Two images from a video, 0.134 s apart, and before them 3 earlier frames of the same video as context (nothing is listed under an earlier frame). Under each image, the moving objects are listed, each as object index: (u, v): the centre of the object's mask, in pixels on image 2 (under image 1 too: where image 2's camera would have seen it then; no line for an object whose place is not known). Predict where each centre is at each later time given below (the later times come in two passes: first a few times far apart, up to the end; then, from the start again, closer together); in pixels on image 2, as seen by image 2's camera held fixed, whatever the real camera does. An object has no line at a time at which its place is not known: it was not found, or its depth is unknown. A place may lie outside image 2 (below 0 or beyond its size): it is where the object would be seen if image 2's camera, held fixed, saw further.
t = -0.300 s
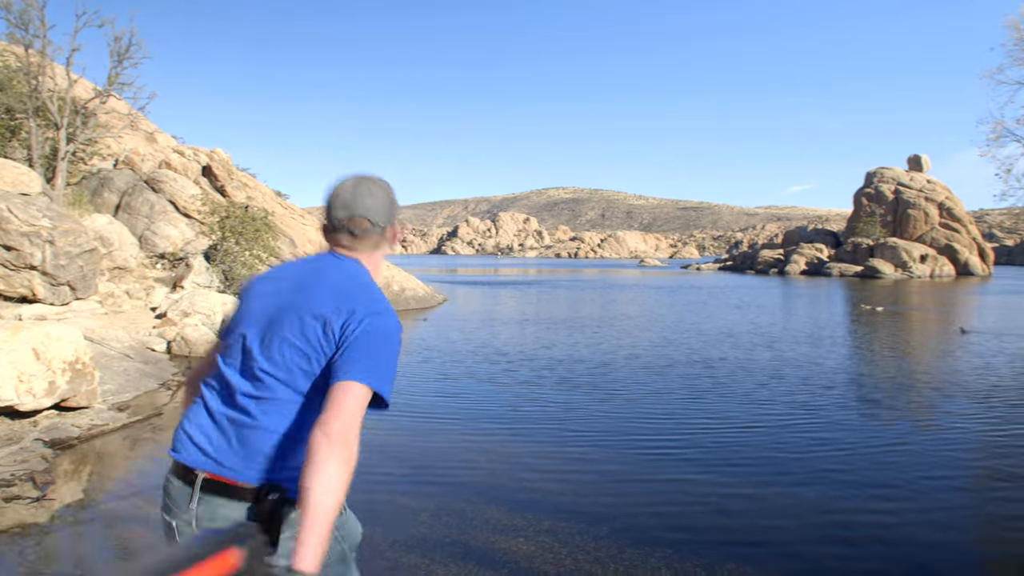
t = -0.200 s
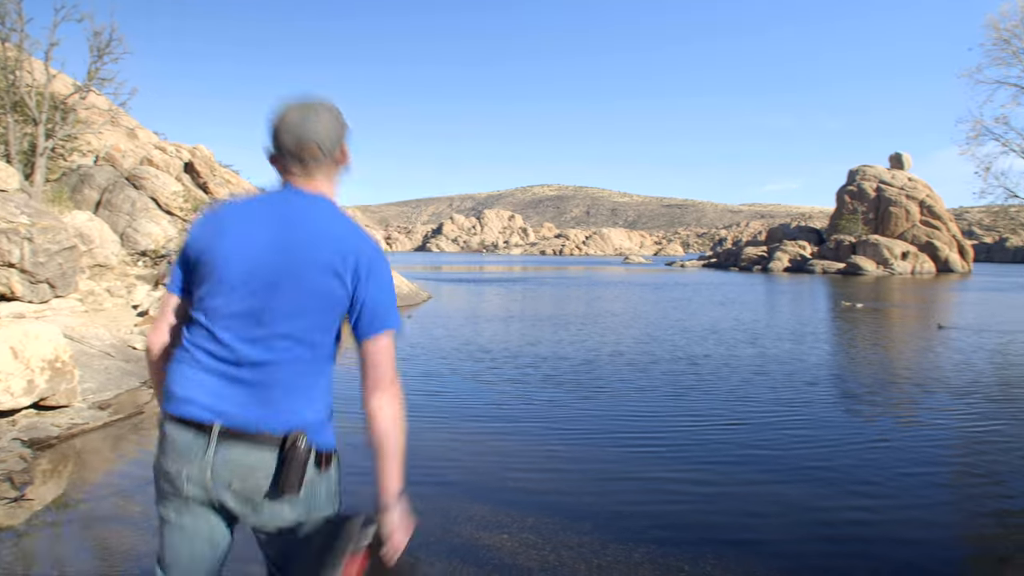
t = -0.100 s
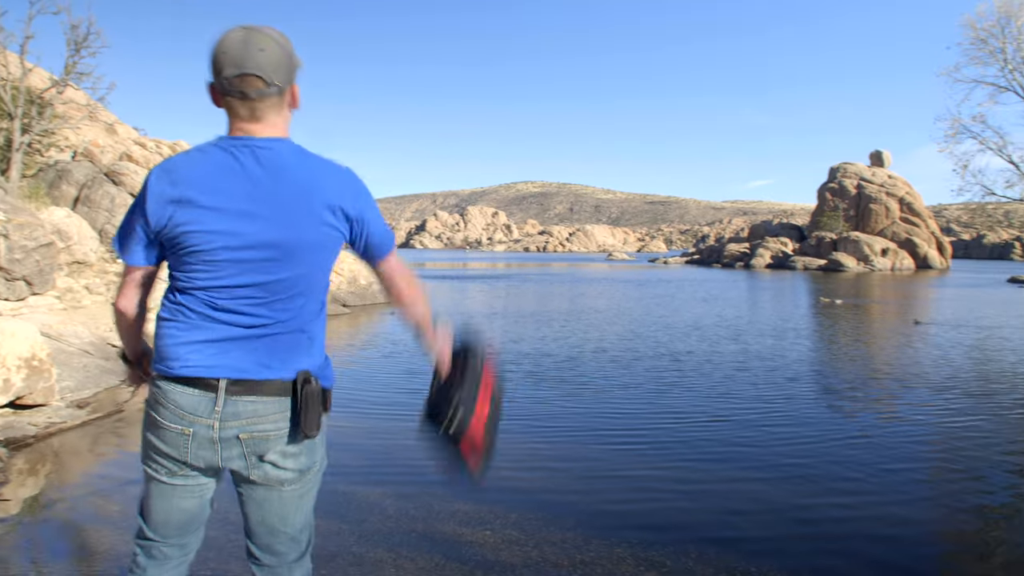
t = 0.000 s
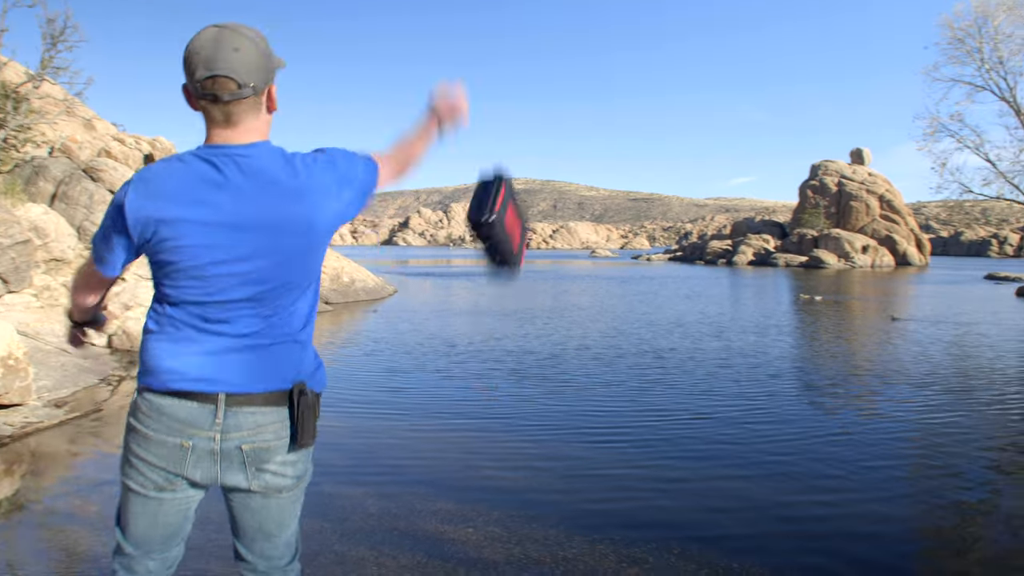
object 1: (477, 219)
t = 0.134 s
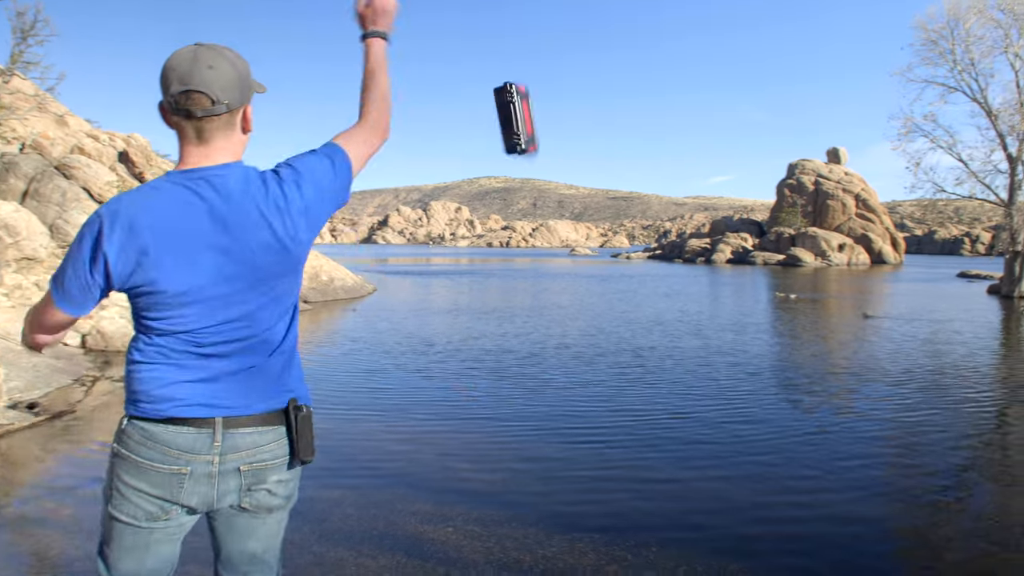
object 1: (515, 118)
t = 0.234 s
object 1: (535, 90)
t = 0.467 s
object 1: (560, 88)
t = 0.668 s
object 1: (573, 126)
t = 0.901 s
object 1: (583, 192)
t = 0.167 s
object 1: (523, 107)
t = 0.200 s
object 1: (529, 96)
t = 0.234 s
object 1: (535, 90)
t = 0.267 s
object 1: (540, 86)
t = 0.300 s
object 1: (544, 82)
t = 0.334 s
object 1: (548, 81)
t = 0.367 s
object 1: (552, 80)
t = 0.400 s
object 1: (554, 82)
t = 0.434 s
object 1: (557, 84)
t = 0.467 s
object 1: (560, 88)
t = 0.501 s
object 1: (563, 93)
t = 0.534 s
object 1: (565, 99)
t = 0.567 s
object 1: (567, 105)
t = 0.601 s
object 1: (569, 112)
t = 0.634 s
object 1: (571, 119)
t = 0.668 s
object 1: (573, 126)
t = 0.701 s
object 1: (574, 135)
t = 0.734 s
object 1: (576, 143)
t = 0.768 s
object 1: (577, 152)
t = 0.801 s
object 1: (579, 162)
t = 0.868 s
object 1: (582, 182)
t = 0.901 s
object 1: (583, 192)
